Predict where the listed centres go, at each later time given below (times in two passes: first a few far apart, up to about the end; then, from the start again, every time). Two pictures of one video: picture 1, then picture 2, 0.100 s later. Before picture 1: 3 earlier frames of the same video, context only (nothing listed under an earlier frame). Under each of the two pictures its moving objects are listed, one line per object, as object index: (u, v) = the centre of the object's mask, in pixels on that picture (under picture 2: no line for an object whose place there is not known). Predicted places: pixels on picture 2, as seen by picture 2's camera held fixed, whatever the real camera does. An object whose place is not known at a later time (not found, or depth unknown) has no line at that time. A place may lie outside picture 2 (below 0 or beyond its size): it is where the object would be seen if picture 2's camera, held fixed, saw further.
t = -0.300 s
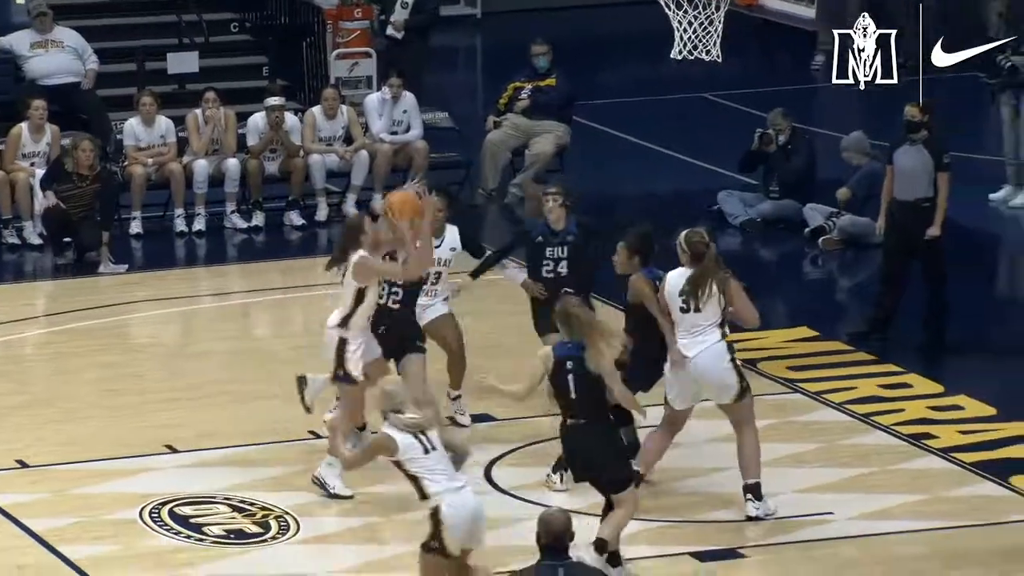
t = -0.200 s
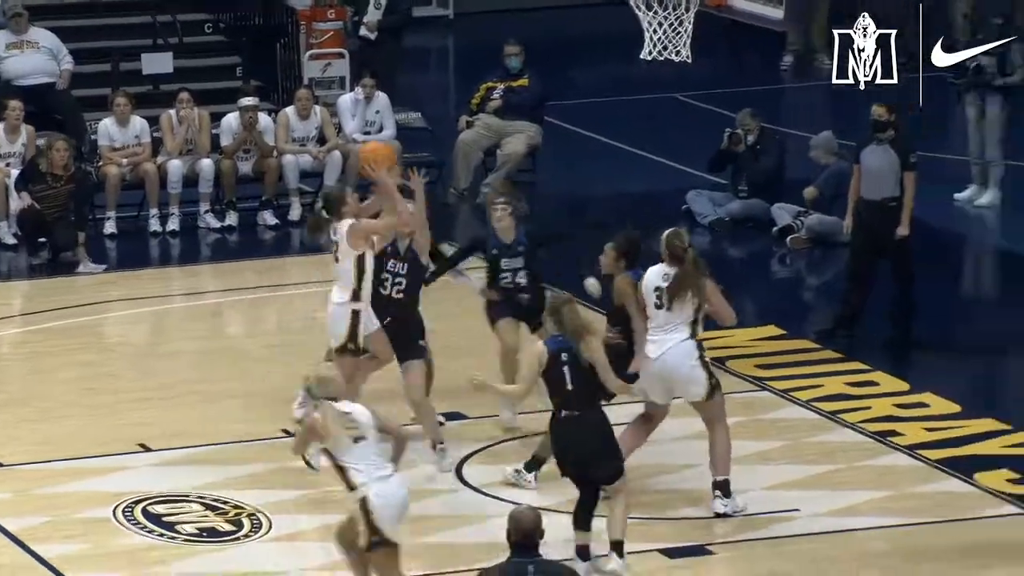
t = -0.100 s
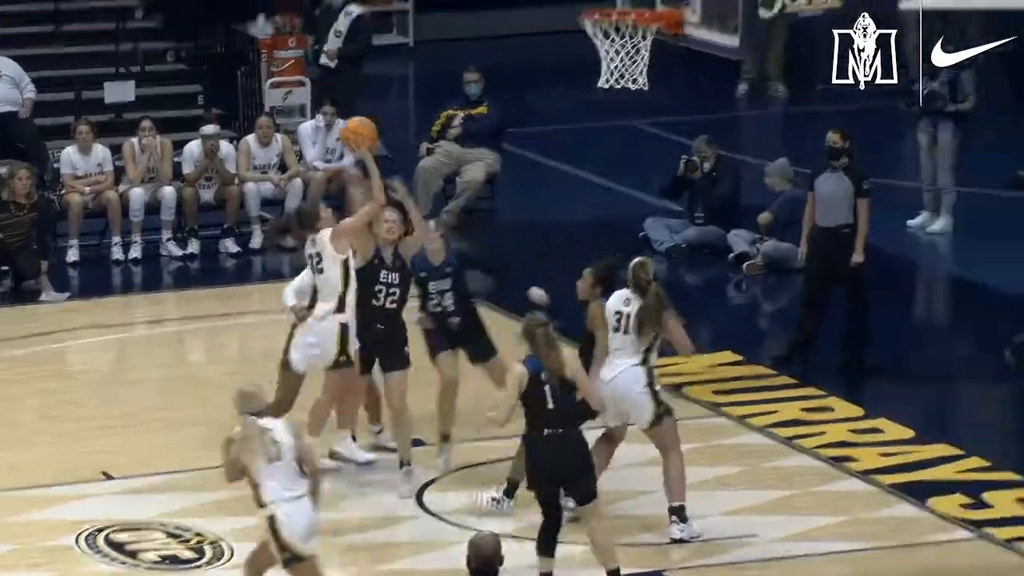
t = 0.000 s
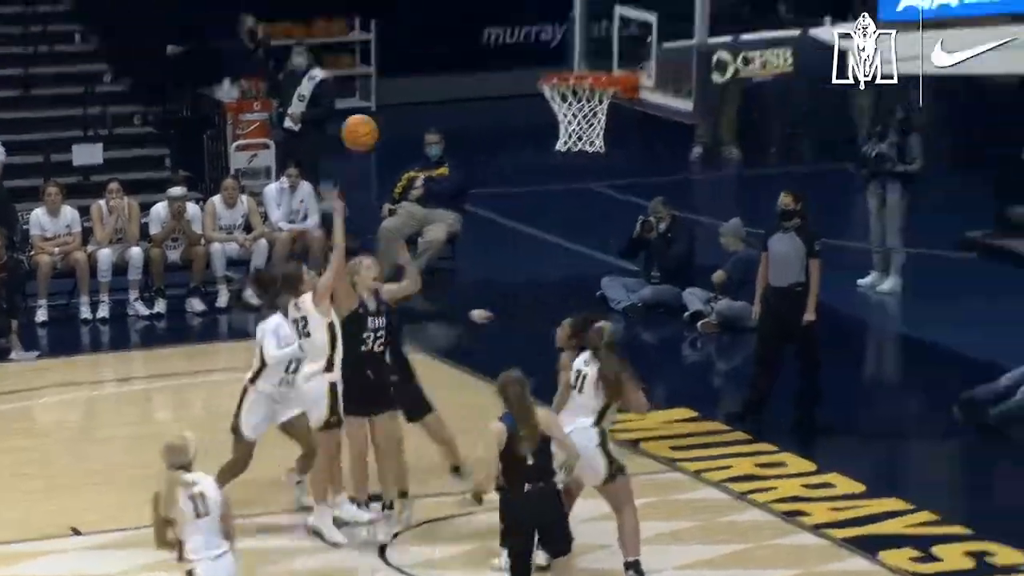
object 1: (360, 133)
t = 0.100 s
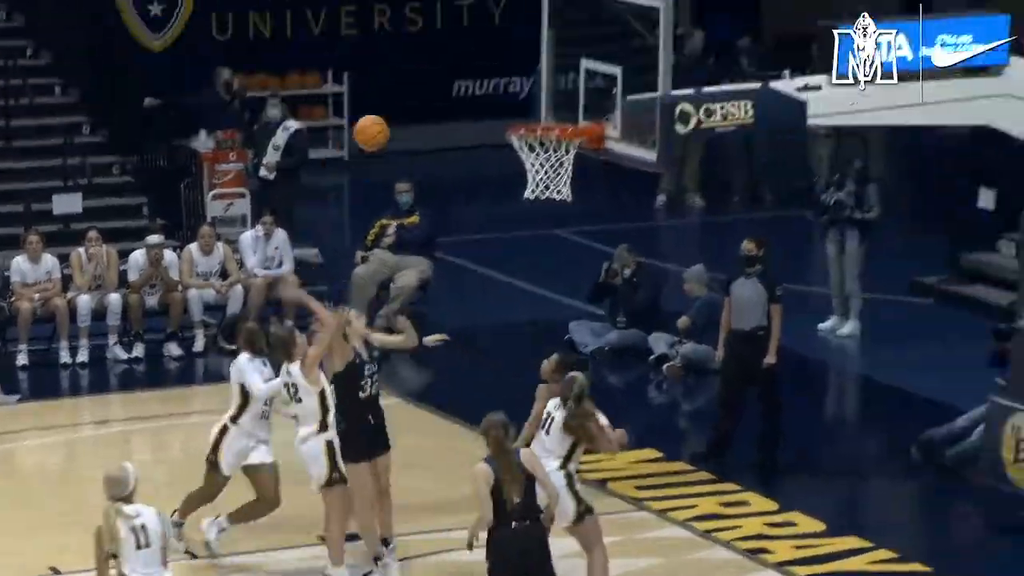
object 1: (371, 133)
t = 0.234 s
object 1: (423, 93)
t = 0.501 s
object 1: (523, 93)
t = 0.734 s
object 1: (534, 132)
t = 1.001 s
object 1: (528, 190)
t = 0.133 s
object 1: (384, 120)
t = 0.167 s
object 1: (397, 109)
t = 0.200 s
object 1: (410, 100)
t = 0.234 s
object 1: (423, 93)
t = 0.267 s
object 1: (435, 87)
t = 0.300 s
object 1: (448, 83)
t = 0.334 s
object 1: (461, 81)
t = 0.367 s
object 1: (474, 80)
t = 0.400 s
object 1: (486, 81)
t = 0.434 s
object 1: (499, 83)
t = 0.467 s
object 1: (511, 88)
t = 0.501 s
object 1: (523, 93)
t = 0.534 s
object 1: (535, 100)
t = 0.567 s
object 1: (548, 110)
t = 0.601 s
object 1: (560, 118)
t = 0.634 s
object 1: (558, 122)
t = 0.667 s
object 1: (543, 124)
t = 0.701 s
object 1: (530, 131)
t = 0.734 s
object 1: (534, 132)
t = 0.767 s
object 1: (546, 132)
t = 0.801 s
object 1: (559, 128)
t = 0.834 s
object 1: (556, 138)
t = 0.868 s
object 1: (551, 147)
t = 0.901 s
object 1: (546, 158)
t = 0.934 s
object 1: (537, 169)
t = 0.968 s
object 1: (533, 180)
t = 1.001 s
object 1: (528, 190)
